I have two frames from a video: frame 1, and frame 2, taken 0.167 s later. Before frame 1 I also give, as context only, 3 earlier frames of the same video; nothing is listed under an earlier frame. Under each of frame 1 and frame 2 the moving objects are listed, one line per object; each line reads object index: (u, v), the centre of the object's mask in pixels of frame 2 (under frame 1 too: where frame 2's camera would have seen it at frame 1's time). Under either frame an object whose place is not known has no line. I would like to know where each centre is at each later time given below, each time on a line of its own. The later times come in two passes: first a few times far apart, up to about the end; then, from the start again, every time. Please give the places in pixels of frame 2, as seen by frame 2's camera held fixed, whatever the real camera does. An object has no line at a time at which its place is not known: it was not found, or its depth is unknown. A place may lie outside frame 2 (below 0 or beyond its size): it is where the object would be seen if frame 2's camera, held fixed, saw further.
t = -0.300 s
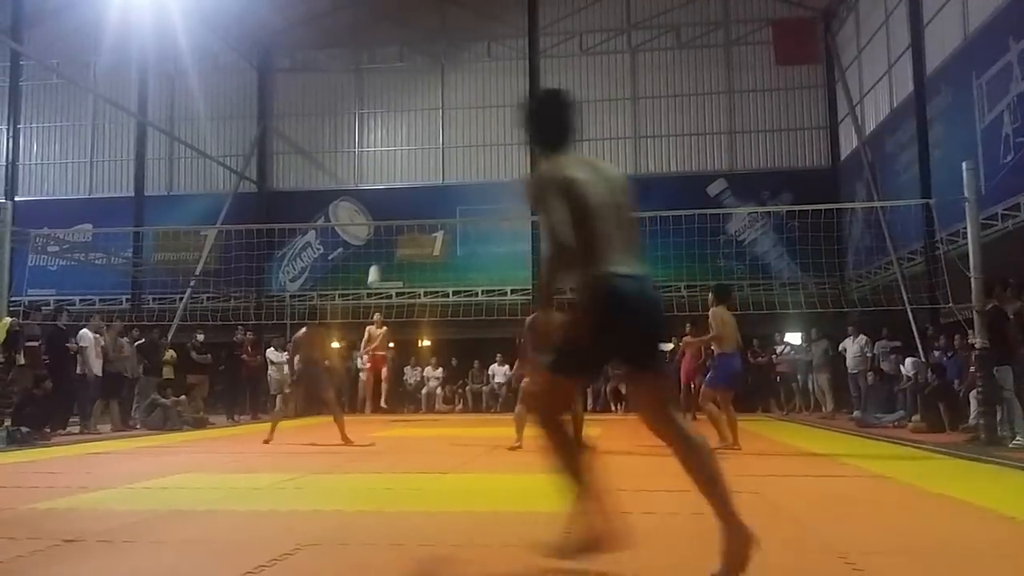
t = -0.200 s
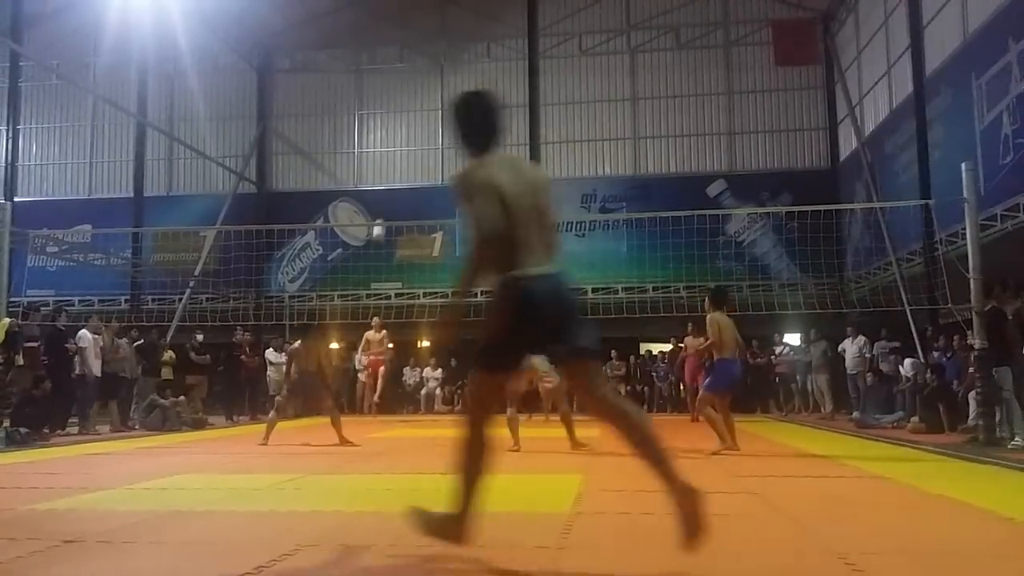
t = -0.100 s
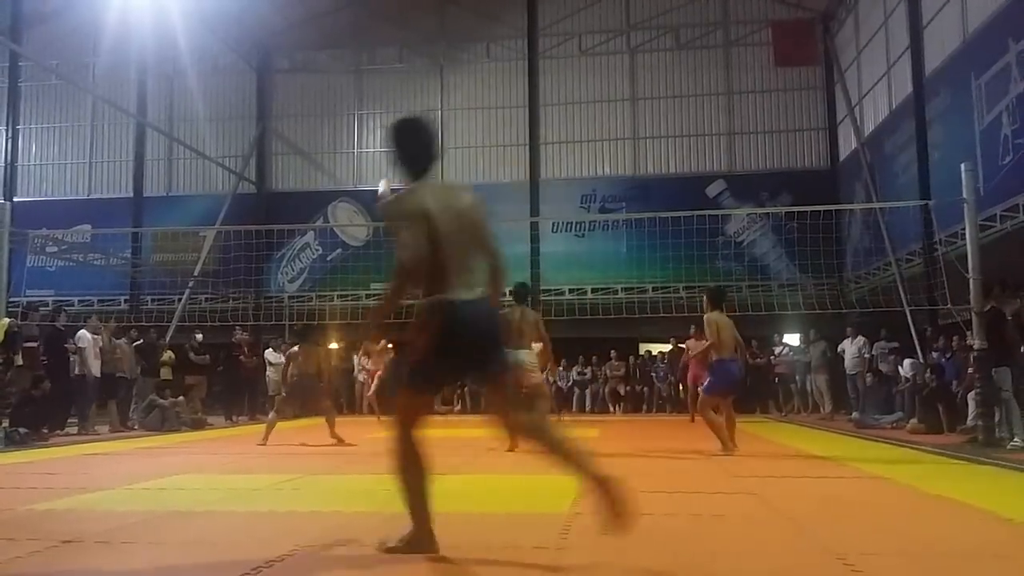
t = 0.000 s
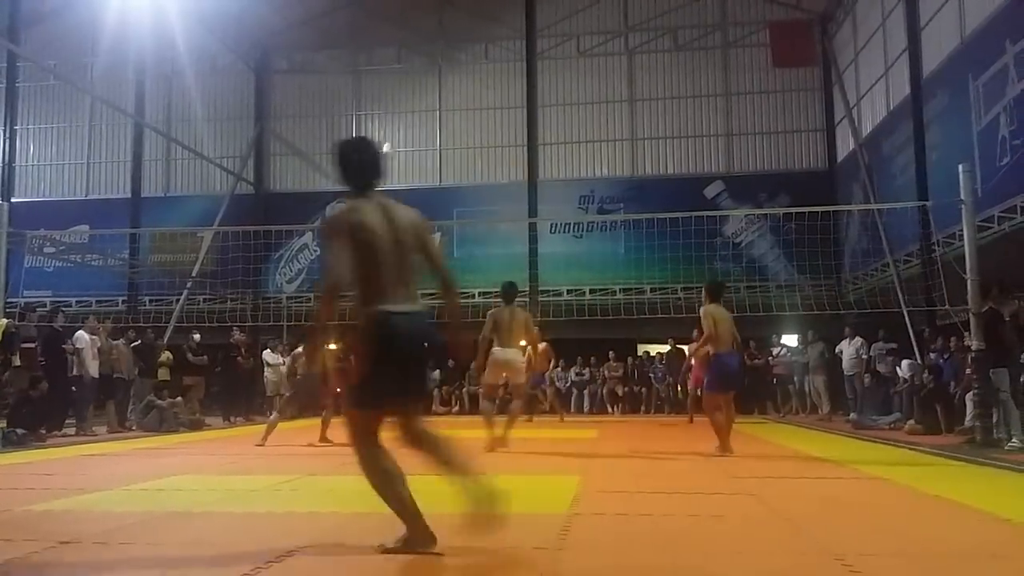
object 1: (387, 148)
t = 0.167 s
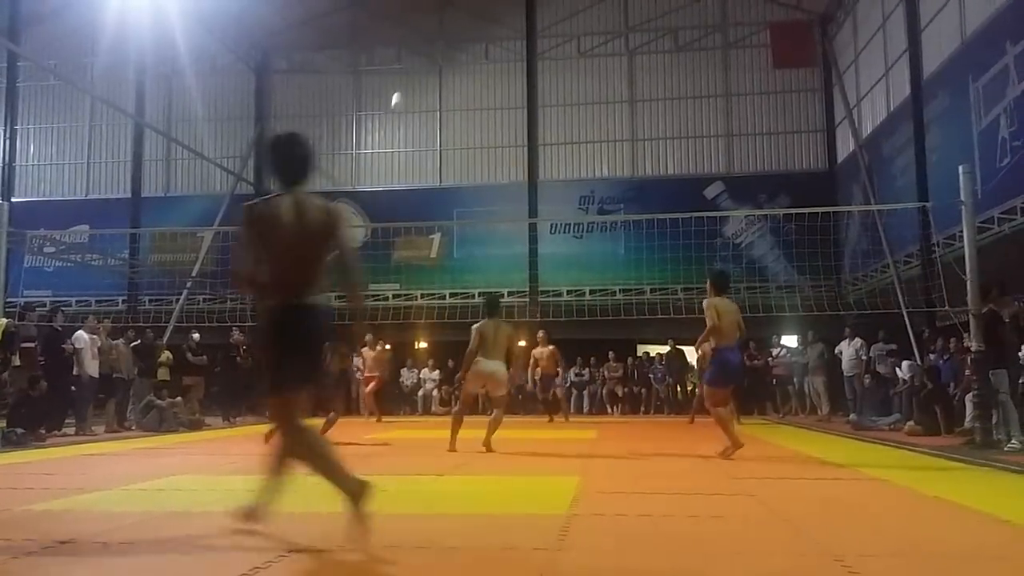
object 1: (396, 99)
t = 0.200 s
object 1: (399, 91)
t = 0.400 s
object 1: (411, 54)
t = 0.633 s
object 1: (424, 37)
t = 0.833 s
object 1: (436, 48)
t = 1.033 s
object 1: (448, 84)
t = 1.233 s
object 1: (462, 148)
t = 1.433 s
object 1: (477, 247)
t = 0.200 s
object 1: (399, 91)
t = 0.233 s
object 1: (401, 83)
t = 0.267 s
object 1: (403, 76)
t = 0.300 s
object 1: (405, 70)
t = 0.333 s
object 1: (407, 64)
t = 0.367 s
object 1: (409, 59)
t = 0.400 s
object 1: (411, 54)
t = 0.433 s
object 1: (413, 50)
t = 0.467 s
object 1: (415, 46)
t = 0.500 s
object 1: (416, 43)
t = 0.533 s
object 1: (418, 41)
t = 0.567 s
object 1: (420, 39)
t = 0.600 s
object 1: (422, 38)
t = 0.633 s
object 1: (424, 37)
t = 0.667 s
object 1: (426, 37)
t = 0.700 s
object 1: (428, 38)
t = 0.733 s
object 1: (430, 39)
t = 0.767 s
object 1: (432, 41)
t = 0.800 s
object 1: (433, 44)
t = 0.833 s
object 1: (436, 48)
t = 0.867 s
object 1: (438, 52)
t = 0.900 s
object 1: (439, 57)
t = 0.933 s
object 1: (442, 62)
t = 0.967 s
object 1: (444, 69)
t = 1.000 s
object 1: (446, 76)
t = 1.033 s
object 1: (448, 84)
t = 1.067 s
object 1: (450, 93)
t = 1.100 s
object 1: (453, 102)
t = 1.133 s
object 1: (455, 112)
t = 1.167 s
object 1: (457, 124)
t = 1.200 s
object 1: (459, 136)
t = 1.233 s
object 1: (462, 148)
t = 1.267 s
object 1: (464, 162)
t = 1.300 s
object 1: (468, 178)
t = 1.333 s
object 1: (470, 194)
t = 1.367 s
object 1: (472, 209)
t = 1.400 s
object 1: (475, 228)
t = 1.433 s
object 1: (477, 247)
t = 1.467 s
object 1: (481, 266)
